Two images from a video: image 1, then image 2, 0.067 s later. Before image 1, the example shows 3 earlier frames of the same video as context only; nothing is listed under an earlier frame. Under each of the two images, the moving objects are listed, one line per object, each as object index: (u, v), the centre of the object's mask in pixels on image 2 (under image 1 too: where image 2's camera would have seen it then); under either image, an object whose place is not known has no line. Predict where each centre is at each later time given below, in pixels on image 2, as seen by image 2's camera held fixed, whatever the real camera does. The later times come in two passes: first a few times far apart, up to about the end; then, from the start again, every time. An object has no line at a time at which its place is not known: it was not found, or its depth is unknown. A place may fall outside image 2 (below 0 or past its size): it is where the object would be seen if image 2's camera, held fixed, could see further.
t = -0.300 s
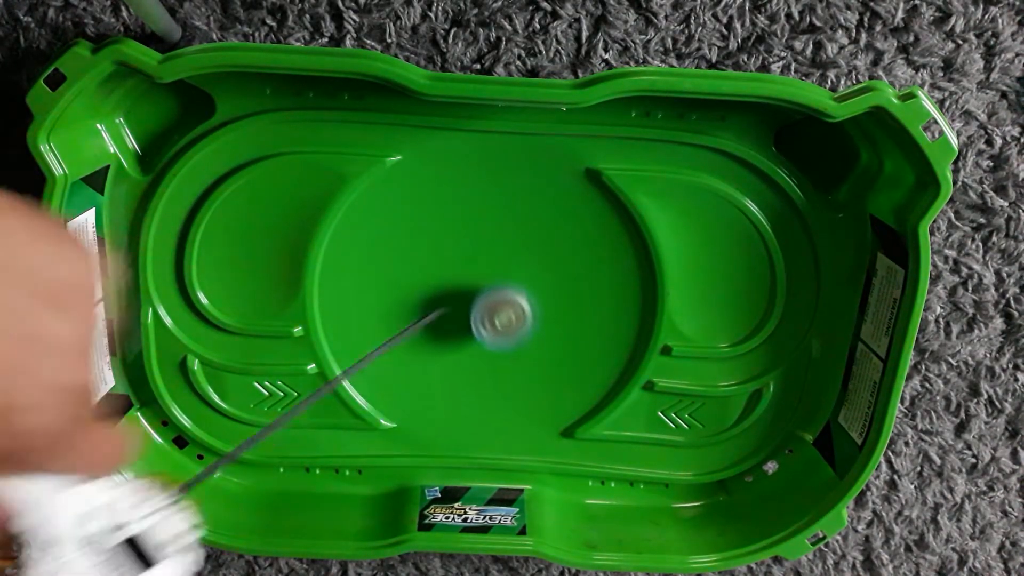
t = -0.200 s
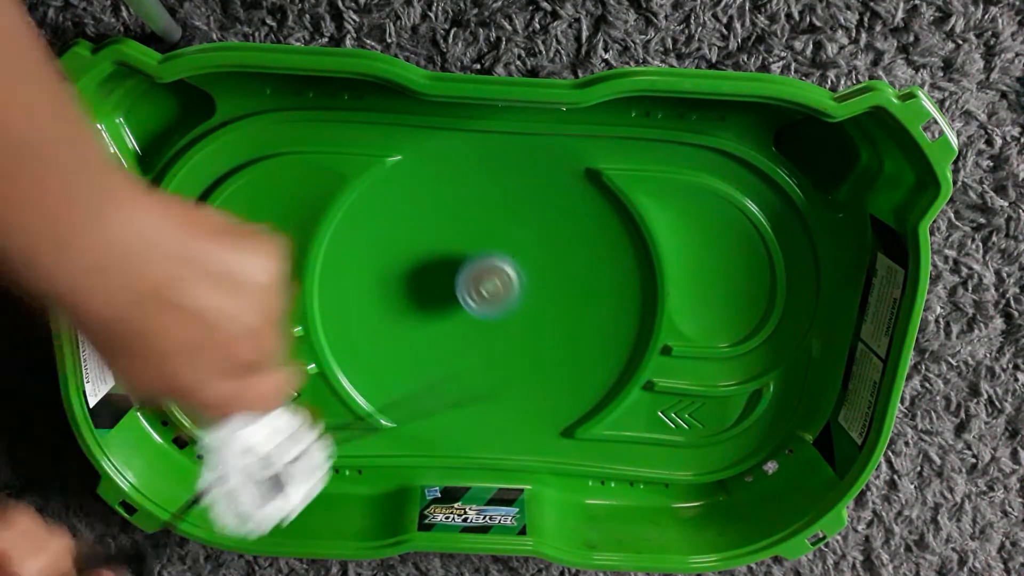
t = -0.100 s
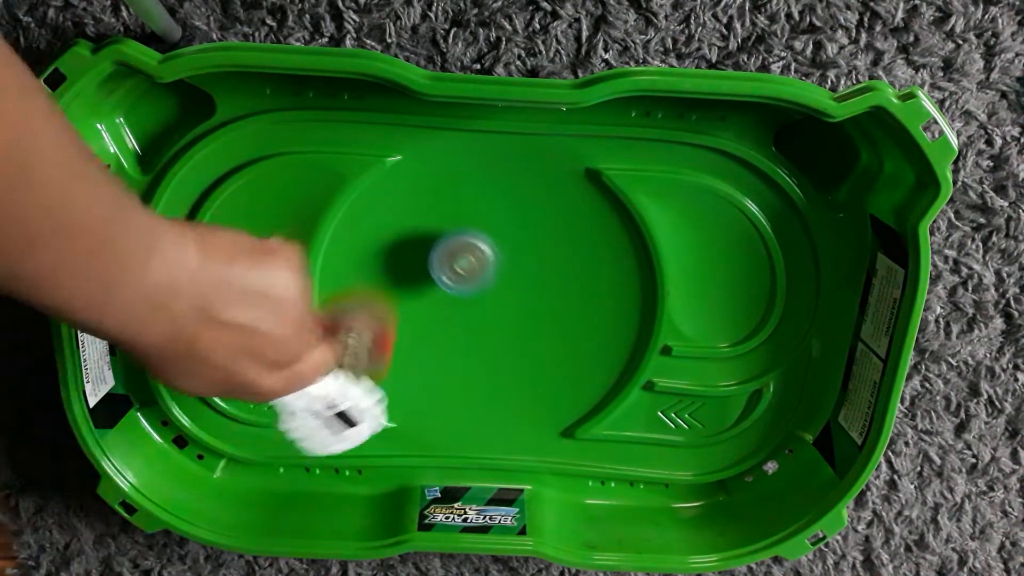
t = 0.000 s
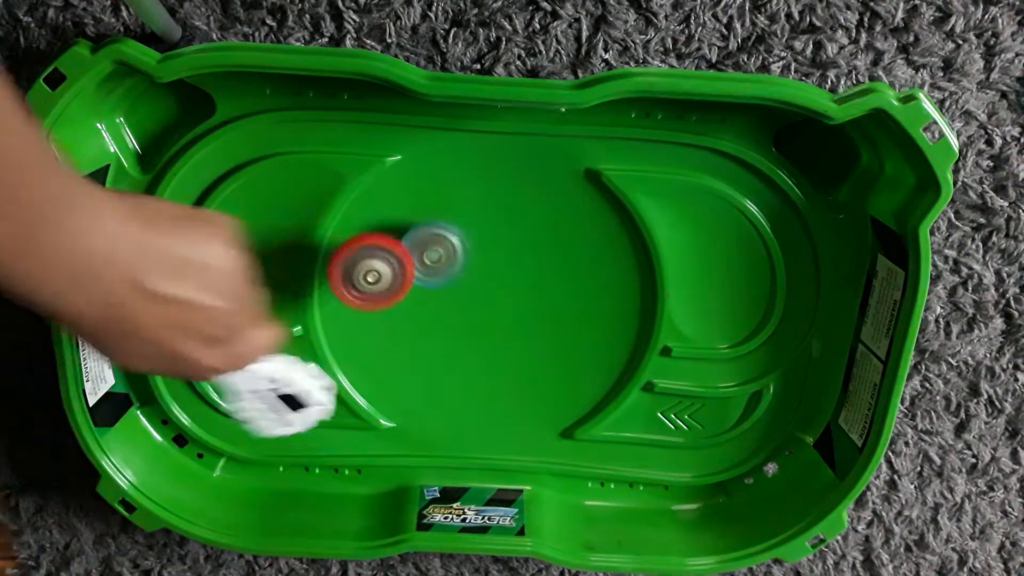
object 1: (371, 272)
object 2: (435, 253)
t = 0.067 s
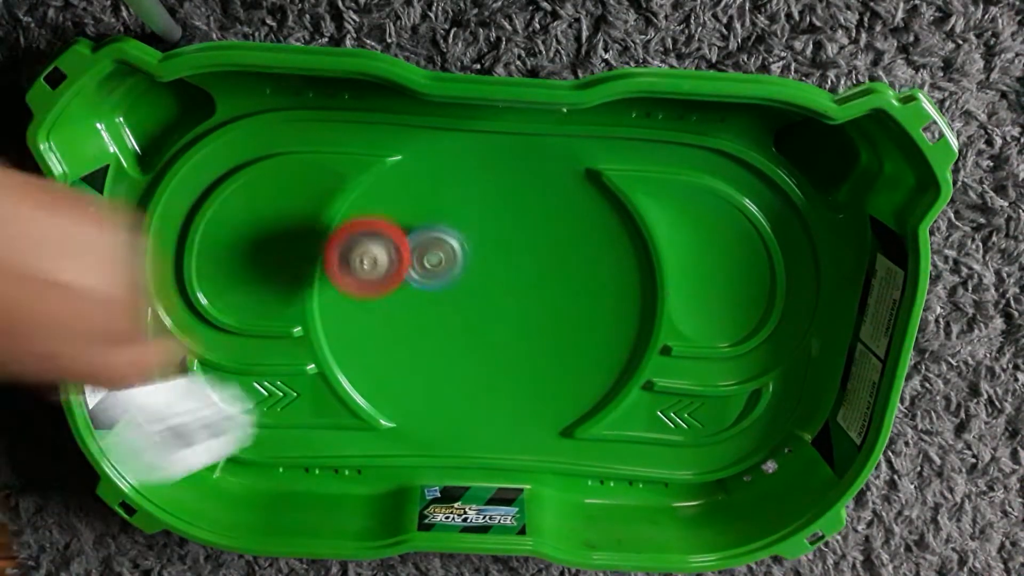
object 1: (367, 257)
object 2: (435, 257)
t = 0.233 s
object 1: (329, 217)
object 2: (524, 309)
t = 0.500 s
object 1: (203, 278)
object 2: (588, 290)
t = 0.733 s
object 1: (206, 299)
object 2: (561, 273)
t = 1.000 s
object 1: (215, 304)
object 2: (514, 294)
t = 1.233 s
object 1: (218, 312)
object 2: (491, 338)
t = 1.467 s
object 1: (232, 319)
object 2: (487, 371)
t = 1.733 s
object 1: (246, 319)
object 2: (492, 380)
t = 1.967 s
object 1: (255, 315)
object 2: (485, 376)
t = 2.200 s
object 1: (264, 309)
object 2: (477, 364)
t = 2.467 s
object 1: (267, 289)
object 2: (461, 343)
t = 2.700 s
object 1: (242, 226)
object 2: (452, 329)
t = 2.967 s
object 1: (367, 151)
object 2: (453, 318)
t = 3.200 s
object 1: (435, 167)
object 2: (458, 309)
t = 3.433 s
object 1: (551, 266)
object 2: (463, 305)
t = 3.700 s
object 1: (474, 416)
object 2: (479, 312)
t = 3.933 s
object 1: (371, 394)
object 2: (496, 319)
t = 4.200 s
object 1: (436, 303)
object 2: (513, 333)
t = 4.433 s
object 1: (502, 278)
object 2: (570, 362)
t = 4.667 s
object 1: (539, 313)
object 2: (609, 350)
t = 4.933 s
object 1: (484, 325)
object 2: (576, 319)
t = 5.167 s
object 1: (428, 316)
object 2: (521, 309)
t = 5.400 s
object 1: (399, 283)
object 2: (476, 345)
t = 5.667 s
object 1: (449, 295)
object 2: (453, 363)
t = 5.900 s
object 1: (487, 307)
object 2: (461, 398)
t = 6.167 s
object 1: (532, 320)
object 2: (473, 388)
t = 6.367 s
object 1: (570, 331)
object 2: (463, 387)
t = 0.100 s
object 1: (360, 243)
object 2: (437, 263)
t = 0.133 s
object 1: (345, 236)
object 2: (464, 277)
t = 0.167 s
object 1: (340, 231)
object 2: (487, 290)
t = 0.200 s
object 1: (335, 223)
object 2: (508, 301)
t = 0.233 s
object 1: (329, 217)
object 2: (524, 309)
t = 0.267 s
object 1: (320, 213)
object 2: (539, 314)
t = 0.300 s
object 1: (306, 211)
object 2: (551, 317)
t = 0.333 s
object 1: (290, 212)
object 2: (562, 316)
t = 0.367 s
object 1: (272, 220)
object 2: (571, 313)
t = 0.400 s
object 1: (255, 235)
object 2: (578, 309)
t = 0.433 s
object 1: (238, 253)
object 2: (582, 302)
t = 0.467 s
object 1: (220, 269)
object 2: (586, 296)
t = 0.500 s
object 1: (203, 278)
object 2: (588, 290)
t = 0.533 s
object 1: (194, 284)
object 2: (587, 284)
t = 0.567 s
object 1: (194, 288)
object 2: (585, 280)
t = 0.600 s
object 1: (201, 289)
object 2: (582, 277)
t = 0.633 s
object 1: (209, 289)
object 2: (578, 274)
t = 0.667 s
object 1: (213, 291)
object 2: (572, 273)
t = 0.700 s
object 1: (212, 295)
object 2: (567, 273)
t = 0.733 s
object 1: (206, 299)
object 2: (561, 273)
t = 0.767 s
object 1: (204, 300)
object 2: (556, 273)
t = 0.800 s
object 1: (205, 298)
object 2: (550, 275)
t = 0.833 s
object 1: (205, 296)
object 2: (544, 276)
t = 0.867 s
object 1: (204, 295)
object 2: (538, 278)
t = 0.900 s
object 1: (205, 294)
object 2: (531, 281)
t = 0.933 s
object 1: (209, 295)
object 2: (525, 285)
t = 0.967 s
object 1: (213, 299)
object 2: (520, 289)
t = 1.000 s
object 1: (215, 304)
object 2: (514, 294)
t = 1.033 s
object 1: (215, 310)
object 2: (509, 300)
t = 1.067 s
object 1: (215, 311)
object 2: (504, 306)
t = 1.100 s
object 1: (215, 311)
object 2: (501, 312)
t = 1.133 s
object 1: (215, 310)
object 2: (498, 319)
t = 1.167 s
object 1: (215, 311)
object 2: (496, 325)
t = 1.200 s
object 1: (216, 311)
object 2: (494, 332)
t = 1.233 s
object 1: (218, 312)
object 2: (491, 338)
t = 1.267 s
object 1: (220, 313)
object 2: (489, 345)
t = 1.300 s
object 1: (223, 314)
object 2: (487, 351)
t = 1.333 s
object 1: (225, 316)
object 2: (486, 356)
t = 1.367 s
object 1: (226, 317)
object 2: (485, 360)
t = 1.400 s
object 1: (227, 317)
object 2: (485, 365)
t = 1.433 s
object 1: (229, 318)
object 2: (486, 368)
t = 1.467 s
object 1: (232, 319)
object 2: (487, 371)
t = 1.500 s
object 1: (234, 319)
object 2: (489, 374)
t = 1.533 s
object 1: (236, 319)
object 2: (490, 376)
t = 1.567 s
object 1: (238, 320)
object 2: (491, 378)
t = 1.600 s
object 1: (240, 320)
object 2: (491, 378)
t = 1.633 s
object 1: (242, 320)
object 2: (492, 379)
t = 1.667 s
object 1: (243, 320)
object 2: (492, 380)
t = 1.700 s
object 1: (245, 320)
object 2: (492, 380)
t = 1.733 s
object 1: (246, 319)
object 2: (492, 380)
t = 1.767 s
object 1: (248, 319)
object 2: (492, 380)
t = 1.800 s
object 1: (249, 318)
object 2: (492, 380)
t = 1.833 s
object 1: (251, 317)
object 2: (490, 380)
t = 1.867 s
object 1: (253, 317)
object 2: (489, 379)
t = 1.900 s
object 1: (254, 317)
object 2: (487, 378)
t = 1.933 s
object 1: (255, 316)
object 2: (486, 377)
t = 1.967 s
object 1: (255, 315)
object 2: (485, 376)
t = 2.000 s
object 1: (256, 313)
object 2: (484, 375)
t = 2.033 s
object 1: (257, 311)
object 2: (483, 373)
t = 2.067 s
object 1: (260, 308)
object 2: (482, 372)
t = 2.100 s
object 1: (262, 307)
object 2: (481, 370)
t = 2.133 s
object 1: (264, 308)
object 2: (480, 369)
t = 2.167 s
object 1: (265, 309)
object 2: (479, 367)
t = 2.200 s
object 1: (264, 309)
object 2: (477, 364)
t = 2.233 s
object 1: (261, 307)
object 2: (476, 362)
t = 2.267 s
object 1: (259, 303)
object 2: (474, 359)
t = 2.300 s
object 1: (259, 298)
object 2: (472, 356)
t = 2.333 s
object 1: (261, 292)
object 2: (470, 353)
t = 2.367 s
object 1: (264, 288)
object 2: (468, 350)
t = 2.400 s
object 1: (267, 287)
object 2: (466, 348)
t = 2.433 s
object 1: (268, 288)
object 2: (463, 345)
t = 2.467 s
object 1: (267, 289)
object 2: (461, 343)
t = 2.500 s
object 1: (265, 289)
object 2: (458, 341)
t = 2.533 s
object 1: (262, 286)
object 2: (456, 339)
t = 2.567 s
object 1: (257, 281)
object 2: (455, 337)
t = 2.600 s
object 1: (252, 273)
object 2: (454, 335)
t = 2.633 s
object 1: (247, 261)
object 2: (453, 333)
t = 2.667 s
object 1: (243, 245)
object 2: (452, 331)
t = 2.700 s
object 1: (242, 226)
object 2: (452, 329)
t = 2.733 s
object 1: (248, 207)
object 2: (451, 328)
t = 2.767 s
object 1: (261, 187)
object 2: (451, 327)
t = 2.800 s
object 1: (277, 166)
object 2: (450, 325)
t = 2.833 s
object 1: (293, 148)
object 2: (450, 324)
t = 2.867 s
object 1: (311, 148)
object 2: (451, 323)
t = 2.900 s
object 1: (332, 151)
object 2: (451, 322)
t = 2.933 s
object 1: (351, 150)
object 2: (452, 320)
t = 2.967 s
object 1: (367, 151)
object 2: (453, 318)
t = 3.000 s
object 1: (382, 153)
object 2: (453, 316)
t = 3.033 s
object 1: (390, 154)
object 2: (454, 315)
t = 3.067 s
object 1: (395, 156)
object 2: (454, 314)
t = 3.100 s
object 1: (401, 158)
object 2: (455, 313)
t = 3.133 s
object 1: (408, 160)
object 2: (456, 311)
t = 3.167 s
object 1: (419, 163)
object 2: (457, 310)
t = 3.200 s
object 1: (435, 167)
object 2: (458, 309)
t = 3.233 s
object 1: (456, 174)
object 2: (459, 308)
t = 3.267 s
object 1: (478, 182)
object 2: (460, 308)
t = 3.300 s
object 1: (500, 193)
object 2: (460, 307)
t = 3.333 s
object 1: (520, 208)
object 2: (461, 306)
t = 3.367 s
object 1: (535, 225)
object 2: (461, 305)
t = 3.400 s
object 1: (545, 244)
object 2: (462, 305)
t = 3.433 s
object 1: (551, 266)
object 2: (463, 305)
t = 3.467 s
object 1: (553, 288)
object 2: (463, 304)
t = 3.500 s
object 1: (551, 310)
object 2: (465, 304)
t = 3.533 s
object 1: (545, 332)
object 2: (467, 305)
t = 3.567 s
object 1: (536, 352)
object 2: (469, 306)
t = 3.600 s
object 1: (525, 371)
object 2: (472, 307)
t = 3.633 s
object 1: (510, 389)
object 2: (474, 308)
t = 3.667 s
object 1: (494, 404)
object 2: (476, 310)
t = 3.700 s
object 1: (474, 416)
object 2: (479, 312)
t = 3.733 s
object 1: (453, 425)
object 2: (480, 313)
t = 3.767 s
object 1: (431, 430)
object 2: (483, 314)
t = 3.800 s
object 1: (411, 433)
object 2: (485, 315)
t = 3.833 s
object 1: (394, 432)
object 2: (488, 316)
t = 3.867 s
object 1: (384, 423)
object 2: (490, 317)
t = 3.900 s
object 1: (377, 407)
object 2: (493, 318)
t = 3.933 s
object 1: (371, 394)
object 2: (496, 319)
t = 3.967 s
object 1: (367, 382)
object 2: (500, 321)
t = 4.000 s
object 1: (367, 367)
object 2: (503, 322)
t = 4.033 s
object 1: (370, 351)
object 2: (505, 324)
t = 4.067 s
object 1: (377, 338)
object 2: (507, 326)
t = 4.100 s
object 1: (388, 325)
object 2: (508, 327)
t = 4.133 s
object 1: (402, 315)
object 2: (510, 329)
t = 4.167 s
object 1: (419, 307)
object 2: (512, 331)
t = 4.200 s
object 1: (436, 303)
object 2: (513, 333)
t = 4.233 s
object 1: (452, 301)
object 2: (515, 334)
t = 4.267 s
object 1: (460, 296)
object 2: (524, 341)
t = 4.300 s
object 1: (466, 290)
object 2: (537, 350)
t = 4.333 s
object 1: (473, 285)
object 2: (546, 356)
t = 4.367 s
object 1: (482, 281)
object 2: (554, 359)
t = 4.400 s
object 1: (492, 279)
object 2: (562, 361)
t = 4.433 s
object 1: (502, 278)
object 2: (570, 362)
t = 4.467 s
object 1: (512, 279)
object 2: (577, 362)
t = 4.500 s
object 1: (521, 282)
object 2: (585, 361)
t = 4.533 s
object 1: (530, 287)
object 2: (591, 359)
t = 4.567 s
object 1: (537, 294)
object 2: (595, 357)
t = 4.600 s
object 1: (542, 301)
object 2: (599, 354)
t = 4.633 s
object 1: (543, 308)
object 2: (603, 352)
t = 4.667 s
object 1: (539, 313)
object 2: (609, 350)
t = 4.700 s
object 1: (534, 317)
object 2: (611, 346)
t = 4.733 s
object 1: (528, 321)
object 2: (610, 341)
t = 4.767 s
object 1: (523, 323)
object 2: (608, 335)
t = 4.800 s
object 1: (515, 325)
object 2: (604, 330)
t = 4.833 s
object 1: (508, 325)
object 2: (600, 326)
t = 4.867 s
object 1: (501, 326)
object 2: (593, 324)
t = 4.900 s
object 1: (492, 326)
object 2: (585, 321)
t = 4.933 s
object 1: (484, 325)
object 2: (576, 319)
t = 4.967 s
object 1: (476, 324)
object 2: (567, 316)
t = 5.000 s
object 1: (468, 323)
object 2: (556, 315)
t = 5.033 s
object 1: (462, 322)
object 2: (544, 313)
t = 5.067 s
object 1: (456, 321)
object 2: (534, 312)
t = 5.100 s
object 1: (449, 319)
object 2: (525, 311)
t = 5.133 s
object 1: (438, 318)
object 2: (523, 309)
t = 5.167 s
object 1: (428, 316)
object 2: (521, 309)
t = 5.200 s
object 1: (419, 312)
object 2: (518, 312)
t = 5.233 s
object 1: (410, 308)
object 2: (514, 318)
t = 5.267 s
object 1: (404, 302)
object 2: (509, 324)
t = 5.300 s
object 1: (400, 297)
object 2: (501, 330)
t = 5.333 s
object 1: (398, 292)
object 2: (493, 336)
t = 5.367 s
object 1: (398, 287)
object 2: (485, 341)
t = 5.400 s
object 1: (399, 283)
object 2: (476, 345)
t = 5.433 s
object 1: (402, 279)
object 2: (470, 348)
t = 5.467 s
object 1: (407, 277)
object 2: (464, 351)
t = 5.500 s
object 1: (412, 276)
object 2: (461, 353)
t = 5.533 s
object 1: (419, 277)
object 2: (458, 356)
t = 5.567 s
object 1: (427, 279)
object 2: (456, 358)
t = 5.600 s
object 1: (434, 283)
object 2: (454, 360)
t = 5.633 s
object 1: (442, 288)
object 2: (453, 362)
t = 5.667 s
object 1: (449, 295)
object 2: (453, 363)
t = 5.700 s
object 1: (454, 299)
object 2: (452, 367)
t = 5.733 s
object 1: (460, 299)
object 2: (452, 377)
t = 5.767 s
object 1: (465, 300)
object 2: (454, 385)
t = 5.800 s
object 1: (471, 301)
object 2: (455, 391)
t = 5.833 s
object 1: (477, 302)
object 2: (457, 395)
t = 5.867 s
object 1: (483, 304)
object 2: (459, 397)
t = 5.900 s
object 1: (487, 307)
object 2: (461, 398)
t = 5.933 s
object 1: (492, 311)
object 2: (463, 398)
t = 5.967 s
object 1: (497, 314)
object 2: (465, 397)
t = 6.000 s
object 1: (500, 319)
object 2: (467, 395)
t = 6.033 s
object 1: (503, 323)
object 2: (471, 390)
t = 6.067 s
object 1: (507, 326)
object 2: (475, 387)
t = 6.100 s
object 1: (513, 327)
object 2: (476, 386)
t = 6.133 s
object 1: (523, 322)
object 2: (474, 387)
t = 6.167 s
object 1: (532, 320)
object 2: (473, 388)
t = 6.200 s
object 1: (541, 319)
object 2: (471, 388)
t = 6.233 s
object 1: (549, 319)
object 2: (468, 388)
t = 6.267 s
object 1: (556, 321)
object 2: (466, 388)
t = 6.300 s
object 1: (562, 324)
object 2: (465, 388)
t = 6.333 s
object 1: (567, 327)
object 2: (463, 388)
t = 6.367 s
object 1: (570, 331)
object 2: (463, 387)
